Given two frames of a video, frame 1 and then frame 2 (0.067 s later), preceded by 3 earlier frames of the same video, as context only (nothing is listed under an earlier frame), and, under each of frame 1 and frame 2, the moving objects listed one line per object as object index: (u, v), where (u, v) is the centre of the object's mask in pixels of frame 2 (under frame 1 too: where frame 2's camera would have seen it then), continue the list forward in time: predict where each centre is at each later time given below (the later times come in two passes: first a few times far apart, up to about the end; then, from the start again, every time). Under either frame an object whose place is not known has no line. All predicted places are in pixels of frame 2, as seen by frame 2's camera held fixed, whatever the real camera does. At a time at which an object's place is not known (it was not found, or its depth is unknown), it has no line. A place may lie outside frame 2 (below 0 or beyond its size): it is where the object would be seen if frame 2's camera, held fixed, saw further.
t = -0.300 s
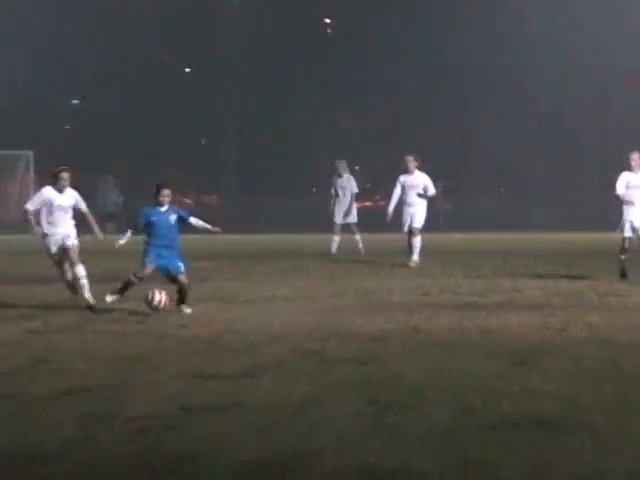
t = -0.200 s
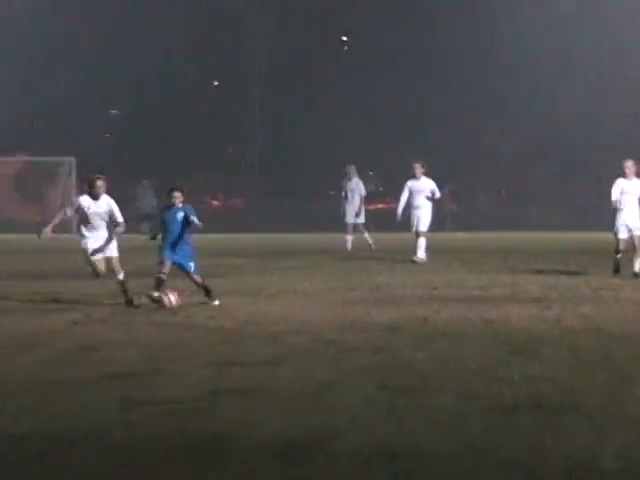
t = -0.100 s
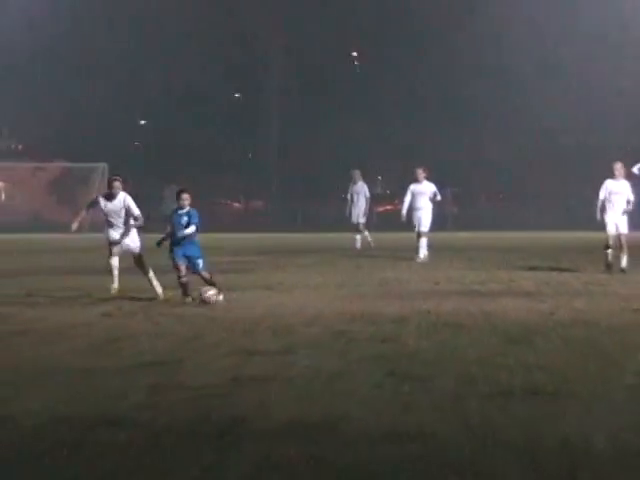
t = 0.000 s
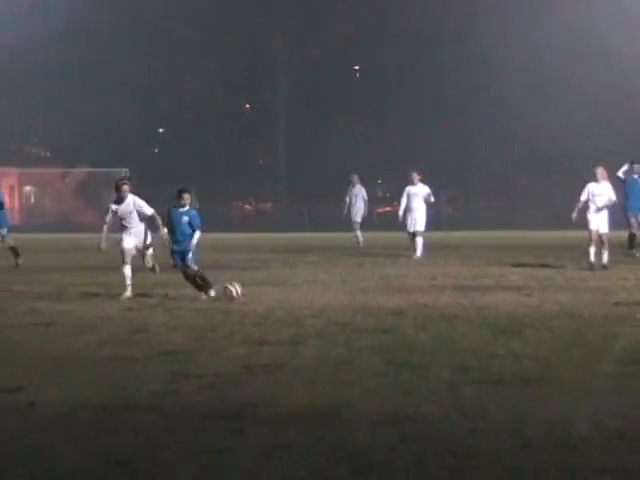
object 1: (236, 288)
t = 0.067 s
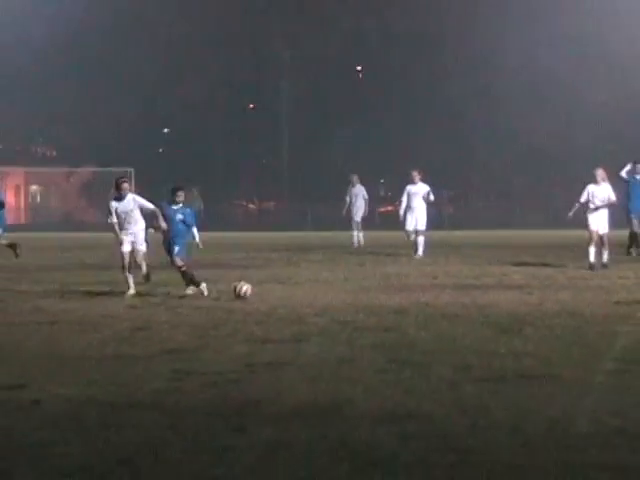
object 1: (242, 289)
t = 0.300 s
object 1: (263, 294)
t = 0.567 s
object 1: (288, 295)
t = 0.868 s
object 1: (319, 300)
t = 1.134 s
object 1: (345, 301)
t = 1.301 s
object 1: (360, 303)
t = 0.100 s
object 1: (246, 291)
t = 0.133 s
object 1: (248, 291)
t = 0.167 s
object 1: (251, 291)
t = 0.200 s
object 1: (254, 292)
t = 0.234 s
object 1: (257, 293)
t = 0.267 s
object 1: (260, 293)
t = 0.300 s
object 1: (263, 294)
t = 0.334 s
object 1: (265, 293)
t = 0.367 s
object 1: (269, 293)
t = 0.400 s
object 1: (272, 294)
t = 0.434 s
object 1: (274, 294)
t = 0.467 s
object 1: (278, 294)
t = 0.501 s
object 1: (281, 295)
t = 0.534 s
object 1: (283, 295)
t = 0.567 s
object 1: (288, 295)
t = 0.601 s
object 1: (291, 294)
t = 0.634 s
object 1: (294, 293)
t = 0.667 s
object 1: (298, 294)
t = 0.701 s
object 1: (302, 296)
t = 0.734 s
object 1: (305, 298)
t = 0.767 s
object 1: (308, 298)
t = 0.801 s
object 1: (312, 299)
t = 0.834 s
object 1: (315, 299)
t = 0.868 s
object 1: (319, 300)
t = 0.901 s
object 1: (322, 301)
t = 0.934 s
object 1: (325, 299)
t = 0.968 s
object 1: (328, 299)
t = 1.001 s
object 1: (332, 300)
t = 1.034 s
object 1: (336, 301)
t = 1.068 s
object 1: (339, 302)
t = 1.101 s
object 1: (342, 301)
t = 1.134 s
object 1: (345, 301)
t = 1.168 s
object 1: (348, 300)
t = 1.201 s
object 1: (351, 301)
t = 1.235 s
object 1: (354, 303)
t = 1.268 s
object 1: (357, 304)
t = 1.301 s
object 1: (360, 303)
